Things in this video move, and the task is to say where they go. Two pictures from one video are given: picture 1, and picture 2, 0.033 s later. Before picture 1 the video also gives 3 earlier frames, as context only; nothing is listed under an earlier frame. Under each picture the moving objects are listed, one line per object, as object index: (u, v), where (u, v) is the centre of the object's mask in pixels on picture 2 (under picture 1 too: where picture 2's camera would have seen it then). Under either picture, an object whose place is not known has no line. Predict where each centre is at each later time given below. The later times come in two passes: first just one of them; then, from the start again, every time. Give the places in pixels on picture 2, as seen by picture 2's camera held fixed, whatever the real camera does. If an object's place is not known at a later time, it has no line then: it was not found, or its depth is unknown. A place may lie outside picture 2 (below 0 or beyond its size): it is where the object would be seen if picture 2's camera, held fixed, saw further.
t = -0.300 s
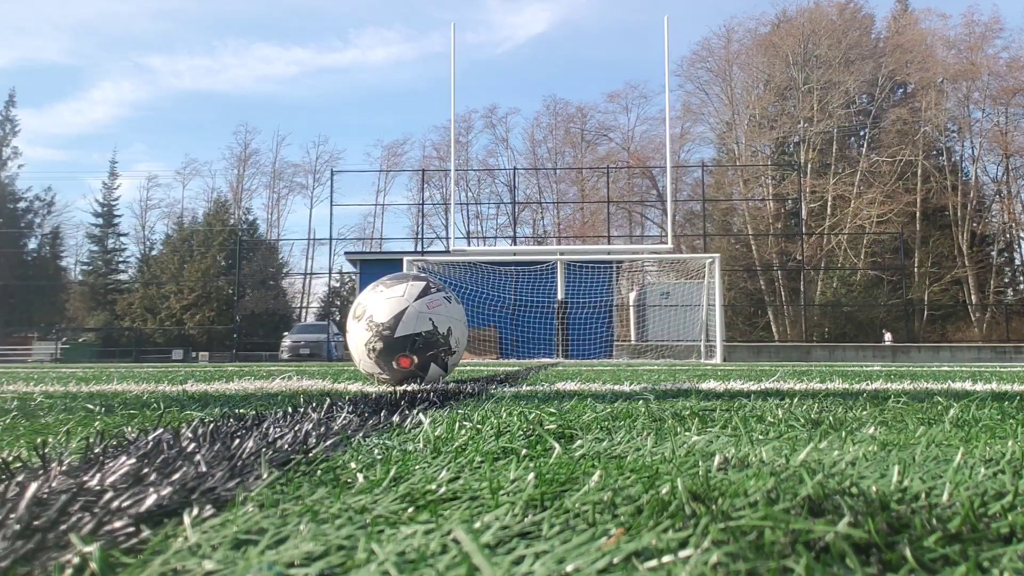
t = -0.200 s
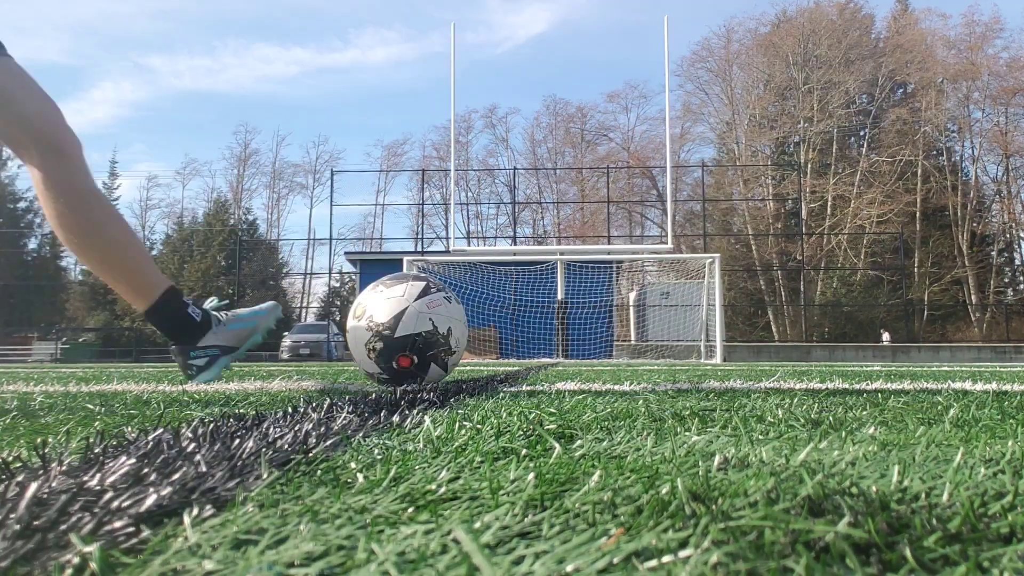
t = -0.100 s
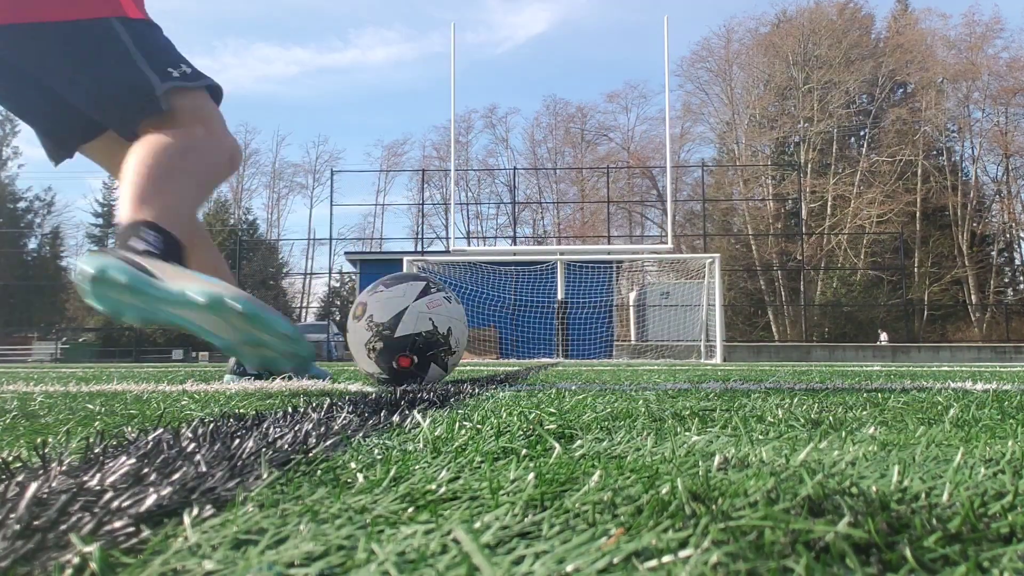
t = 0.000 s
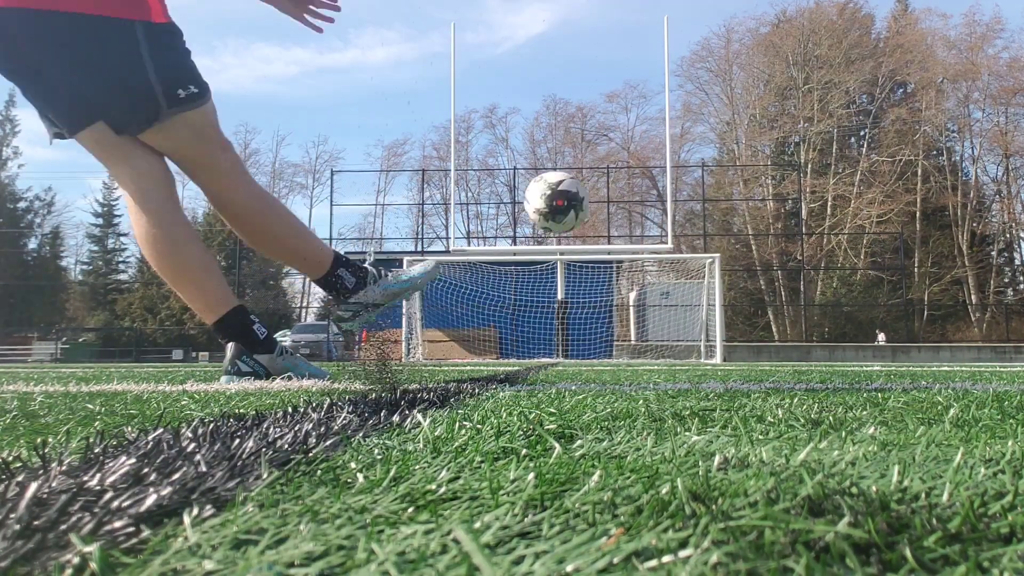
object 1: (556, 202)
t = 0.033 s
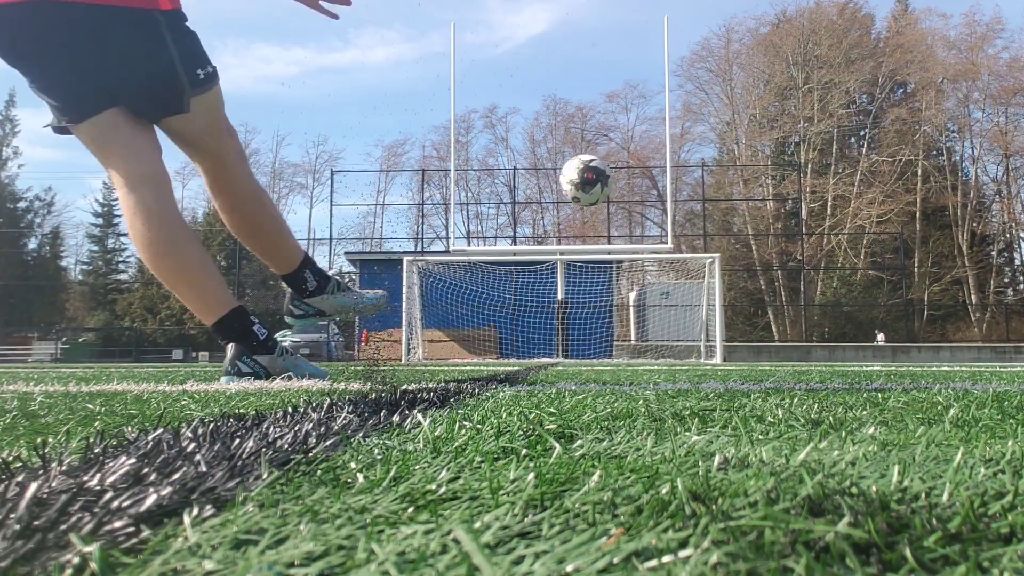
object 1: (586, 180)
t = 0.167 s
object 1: (644, 160)
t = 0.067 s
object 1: (607, 168)
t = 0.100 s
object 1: (622, 162)
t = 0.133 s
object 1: (634, 160)
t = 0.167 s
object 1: (644, 160)
